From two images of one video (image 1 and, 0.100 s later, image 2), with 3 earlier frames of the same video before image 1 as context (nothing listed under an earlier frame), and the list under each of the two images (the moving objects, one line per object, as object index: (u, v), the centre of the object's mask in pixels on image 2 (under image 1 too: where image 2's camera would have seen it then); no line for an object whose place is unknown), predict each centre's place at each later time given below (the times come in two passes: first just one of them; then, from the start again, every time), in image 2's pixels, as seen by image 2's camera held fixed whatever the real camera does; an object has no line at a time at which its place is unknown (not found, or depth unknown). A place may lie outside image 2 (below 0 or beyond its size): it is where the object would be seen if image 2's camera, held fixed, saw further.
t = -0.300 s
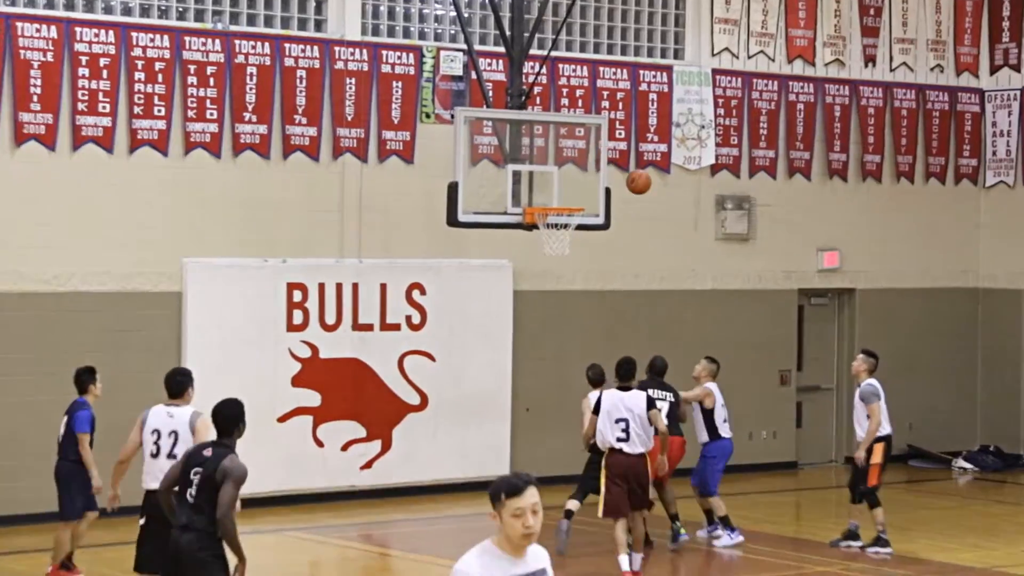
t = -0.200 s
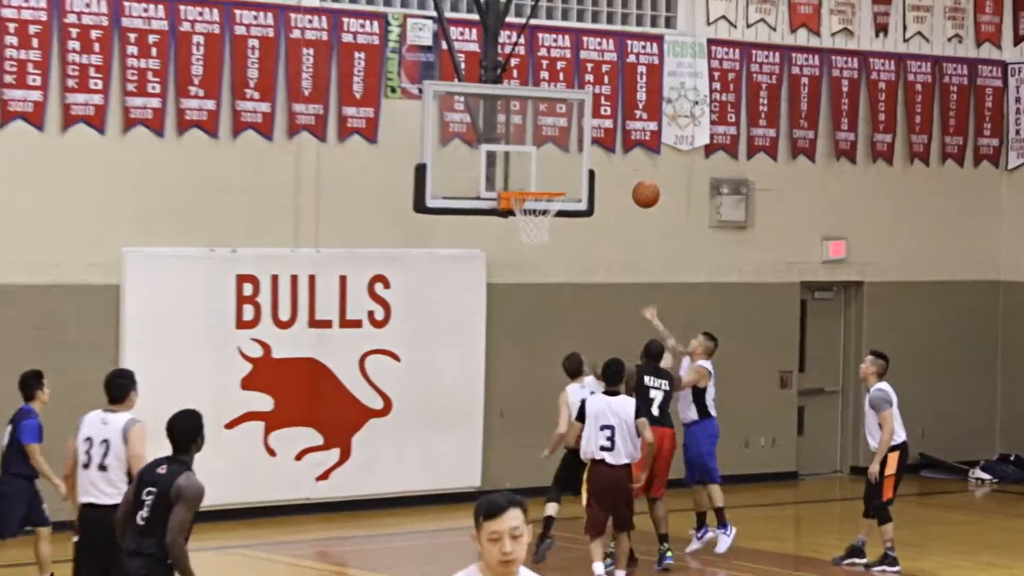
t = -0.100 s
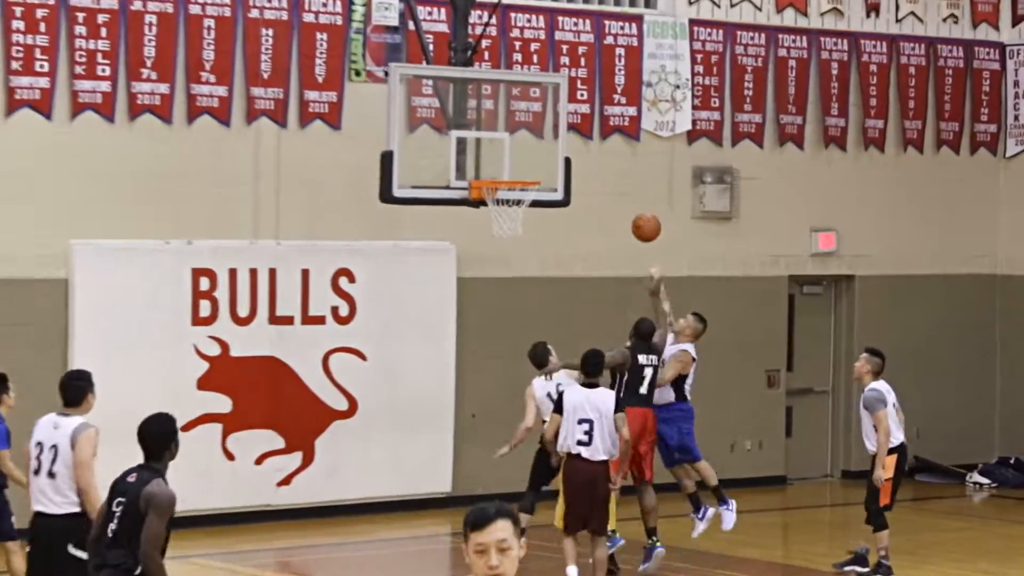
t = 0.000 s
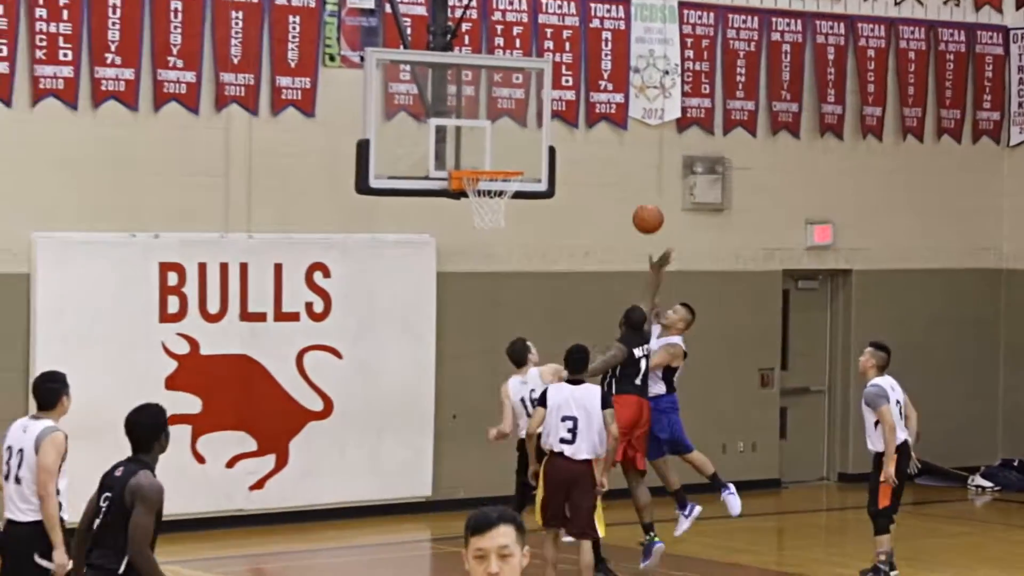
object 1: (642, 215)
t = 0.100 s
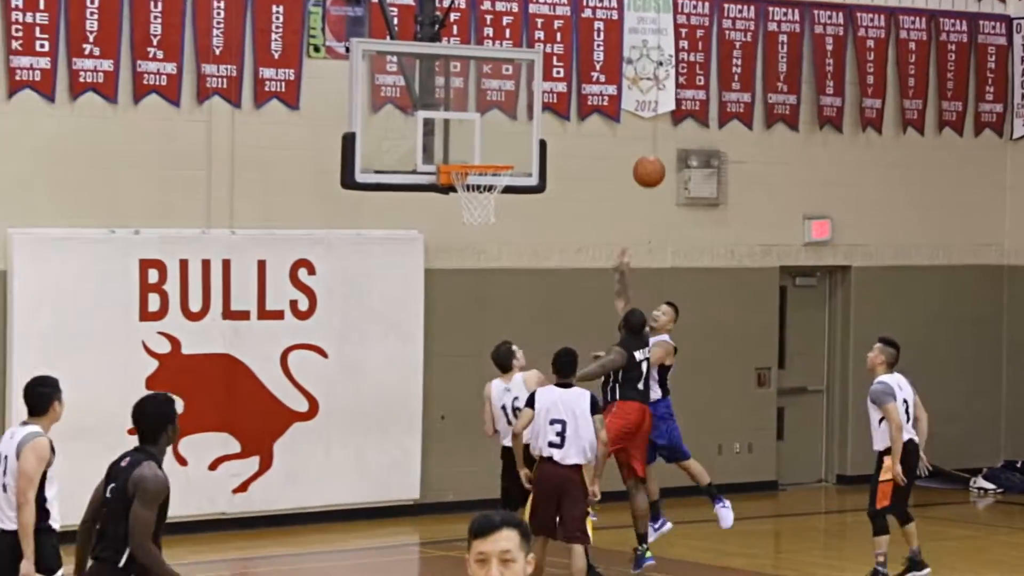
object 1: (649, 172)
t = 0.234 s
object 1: (658, 132)
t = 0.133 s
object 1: (651, 160)
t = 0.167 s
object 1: (654, 149)
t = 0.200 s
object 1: (656, 140)
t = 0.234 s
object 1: (658, 132)
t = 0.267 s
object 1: (661, 126)
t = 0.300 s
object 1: (663, 120)
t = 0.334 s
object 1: (666, 117)
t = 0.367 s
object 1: (668, 115)
